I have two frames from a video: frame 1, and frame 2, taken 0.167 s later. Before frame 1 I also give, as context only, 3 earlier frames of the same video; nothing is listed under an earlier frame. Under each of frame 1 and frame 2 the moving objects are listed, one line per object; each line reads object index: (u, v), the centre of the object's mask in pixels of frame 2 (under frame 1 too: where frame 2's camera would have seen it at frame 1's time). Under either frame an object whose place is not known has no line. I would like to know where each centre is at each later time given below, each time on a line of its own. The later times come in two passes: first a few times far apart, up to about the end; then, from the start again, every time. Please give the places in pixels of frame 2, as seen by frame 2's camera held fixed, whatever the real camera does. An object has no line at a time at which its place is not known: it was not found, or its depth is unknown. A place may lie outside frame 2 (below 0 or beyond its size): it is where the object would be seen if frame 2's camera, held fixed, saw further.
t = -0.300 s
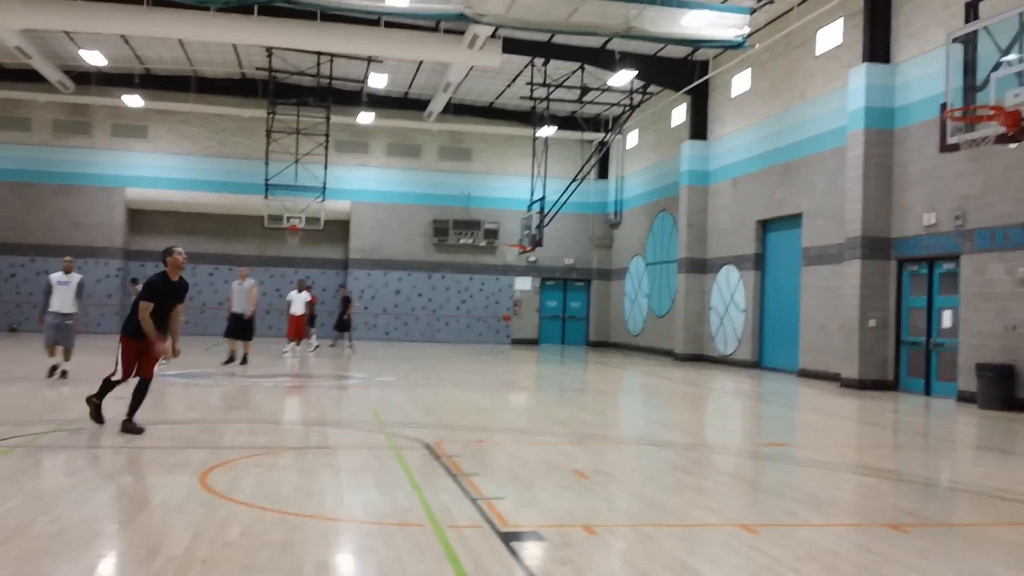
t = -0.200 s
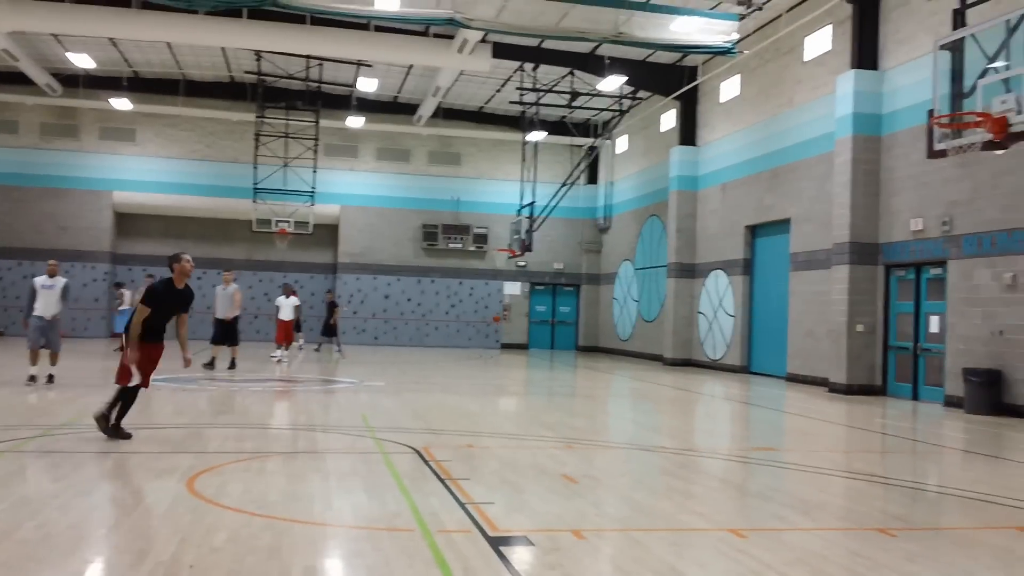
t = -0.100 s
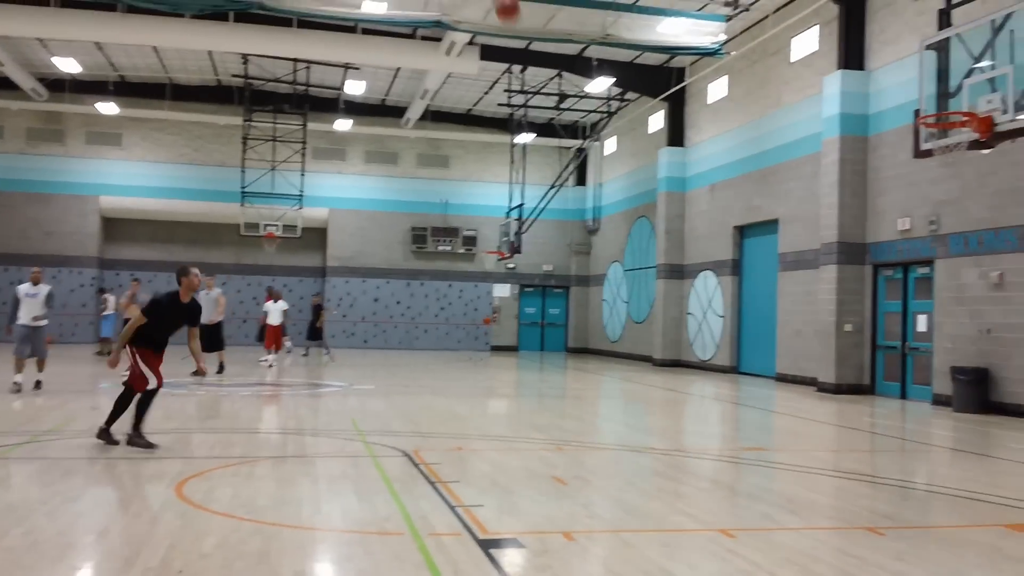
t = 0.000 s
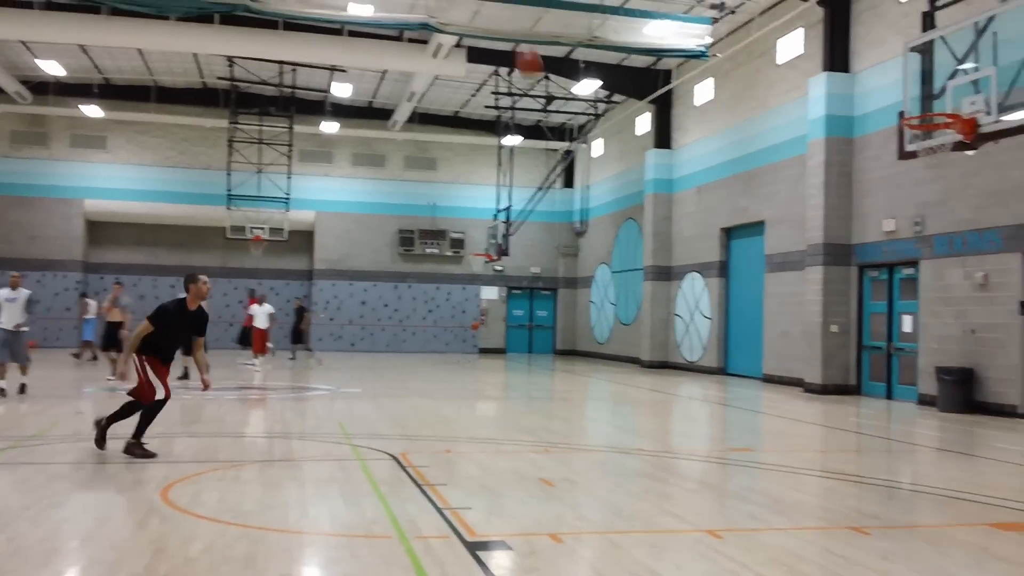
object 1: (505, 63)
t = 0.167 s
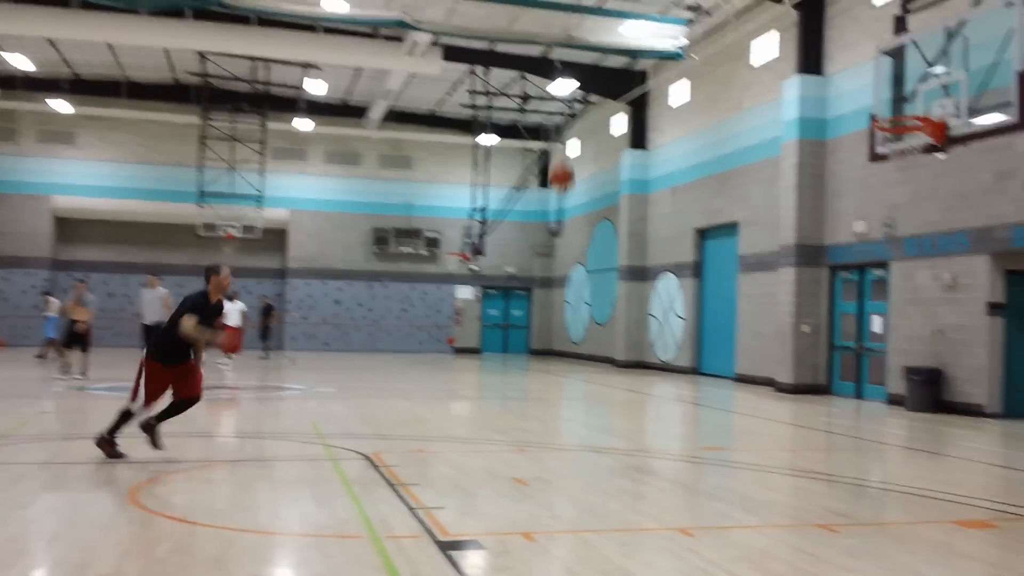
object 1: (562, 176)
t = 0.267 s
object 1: (597, 260)
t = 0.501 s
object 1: (664, 425)
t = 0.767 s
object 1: (701, 270)
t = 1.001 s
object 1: (732, 199)
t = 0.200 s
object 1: (573, 202)
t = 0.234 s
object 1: (584, 232)
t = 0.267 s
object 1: (597, 260)
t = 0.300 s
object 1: (608, 294)
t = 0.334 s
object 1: (619, 325)
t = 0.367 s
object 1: (631, 359)
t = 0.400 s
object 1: (640, 396)
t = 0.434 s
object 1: (651, 433)
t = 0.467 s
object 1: (660, 450)
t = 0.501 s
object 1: (664, 425)
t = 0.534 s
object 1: (669, 402)
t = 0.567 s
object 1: (674, 378)
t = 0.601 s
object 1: (680, 361)
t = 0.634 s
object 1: (685, 340)
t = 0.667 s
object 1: (689, 322)
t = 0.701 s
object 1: (693, 303)
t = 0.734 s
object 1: (697, 286)
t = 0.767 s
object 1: (701, 270)
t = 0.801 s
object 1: (705, 257)
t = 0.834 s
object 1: (710, 243)
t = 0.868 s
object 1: (714, 233)
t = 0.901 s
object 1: (718, 223)
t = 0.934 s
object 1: (723, 214)
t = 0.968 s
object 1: (728, 206)
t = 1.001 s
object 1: (732, 199)
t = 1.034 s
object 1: (737, 194)
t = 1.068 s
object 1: (741, 190)
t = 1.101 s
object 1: (745, 187)
